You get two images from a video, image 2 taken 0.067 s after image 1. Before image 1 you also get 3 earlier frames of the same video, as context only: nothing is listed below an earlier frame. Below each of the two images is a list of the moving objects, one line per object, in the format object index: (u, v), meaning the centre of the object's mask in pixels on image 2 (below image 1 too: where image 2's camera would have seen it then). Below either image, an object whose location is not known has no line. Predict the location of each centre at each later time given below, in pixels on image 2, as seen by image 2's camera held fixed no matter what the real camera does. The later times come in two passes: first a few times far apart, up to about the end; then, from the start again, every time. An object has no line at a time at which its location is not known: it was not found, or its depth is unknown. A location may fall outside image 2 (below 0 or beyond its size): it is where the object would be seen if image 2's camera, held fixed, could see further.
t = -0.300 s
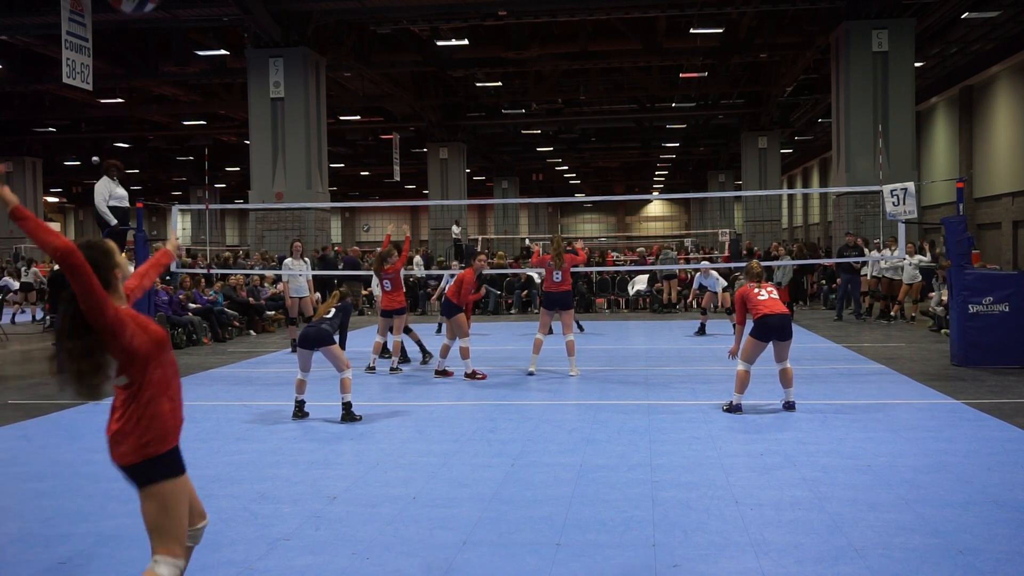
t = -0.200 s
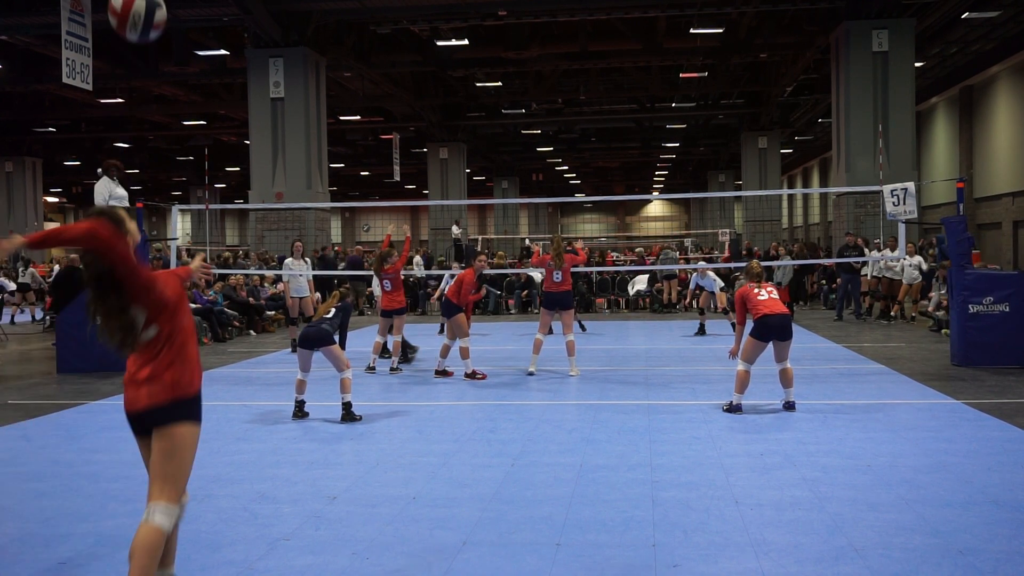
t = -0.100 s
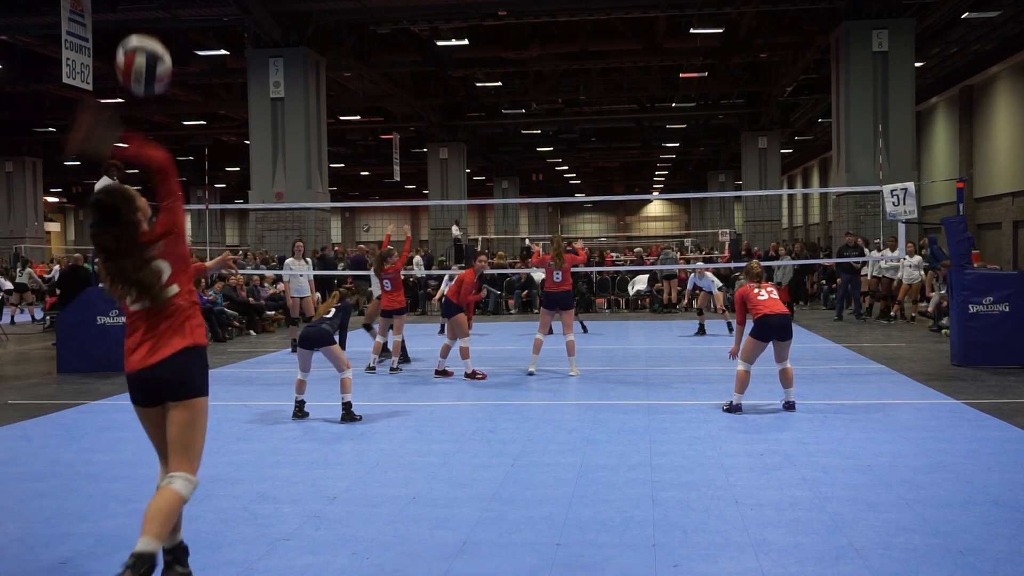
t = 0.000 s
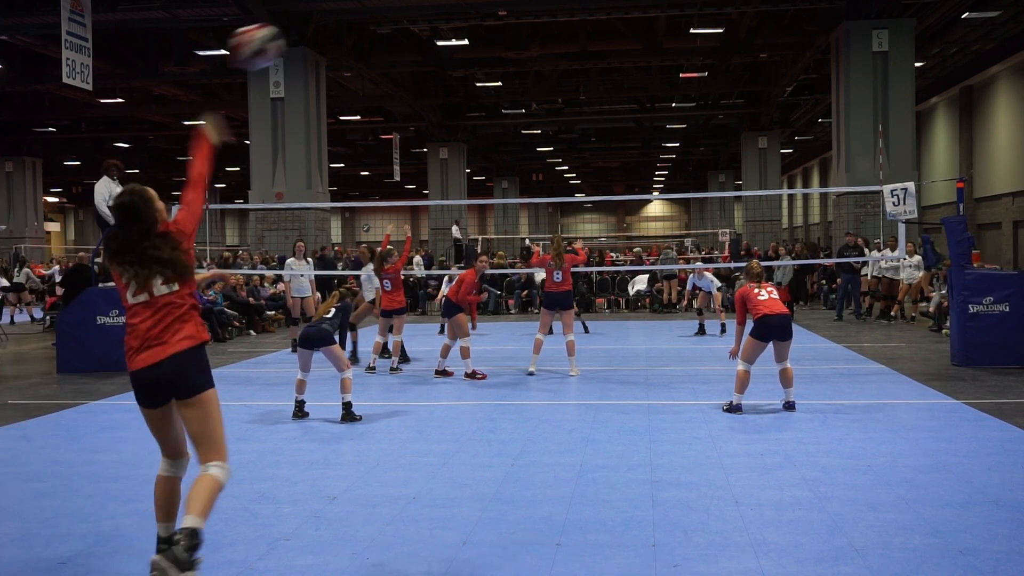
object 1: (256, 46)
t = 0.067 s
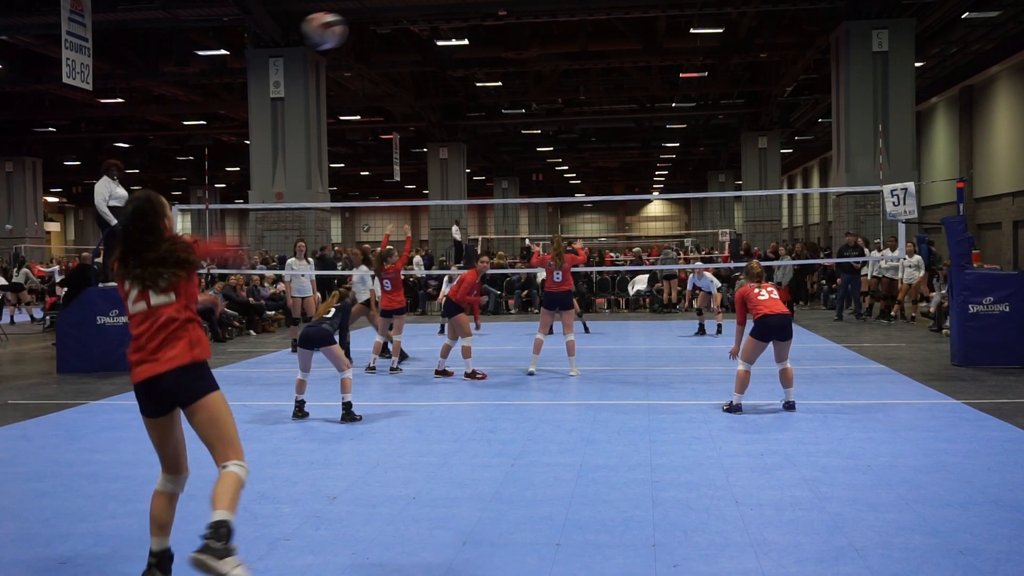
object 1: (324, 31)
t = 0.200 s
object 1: (408, 25)
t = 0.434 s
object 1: (488, 53)
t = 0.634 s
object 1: (531, 97)
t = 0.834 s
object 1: (562, 150)
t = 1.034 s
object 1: (588, 208)
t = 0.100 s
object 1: (350, 27)
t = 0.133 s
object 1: (372, 25)
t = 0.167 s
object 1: (391, 24)
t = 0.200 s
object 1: (408, 25)
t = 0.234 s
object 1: (422, 26)
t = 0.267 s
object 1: (436, 28)
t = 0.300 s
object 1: (448, 32)
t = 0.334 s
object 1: (460, 36)
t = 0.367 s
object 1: (470, 41)
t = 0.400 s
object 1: (480, 47)
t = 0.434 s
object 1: (488, 53)
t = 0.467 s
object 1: (497, 60)
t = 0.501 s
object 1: (504, 66)
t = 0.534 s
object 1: (511, 74)
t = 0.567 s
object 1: (518, 81)
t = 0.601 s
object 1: (525, 90)
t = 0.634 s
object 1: (531, 97)
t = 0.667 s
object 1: (537, 106)
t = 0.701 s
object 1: (542, 113)
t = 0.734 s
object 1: (547, 122)
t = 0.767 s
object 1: (553, 131)
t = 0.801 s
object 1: (558, 141)
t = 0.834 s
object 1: (562, 150)
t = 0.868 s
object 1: (568, 159)
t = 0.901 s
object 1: (572, 169)
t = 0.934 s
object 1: (576, 179)
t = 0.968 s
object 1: (580, 188)
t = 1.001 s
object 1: (584, 198)
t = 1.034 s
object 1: (588, 208)
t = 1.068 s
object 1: (592, 218)
